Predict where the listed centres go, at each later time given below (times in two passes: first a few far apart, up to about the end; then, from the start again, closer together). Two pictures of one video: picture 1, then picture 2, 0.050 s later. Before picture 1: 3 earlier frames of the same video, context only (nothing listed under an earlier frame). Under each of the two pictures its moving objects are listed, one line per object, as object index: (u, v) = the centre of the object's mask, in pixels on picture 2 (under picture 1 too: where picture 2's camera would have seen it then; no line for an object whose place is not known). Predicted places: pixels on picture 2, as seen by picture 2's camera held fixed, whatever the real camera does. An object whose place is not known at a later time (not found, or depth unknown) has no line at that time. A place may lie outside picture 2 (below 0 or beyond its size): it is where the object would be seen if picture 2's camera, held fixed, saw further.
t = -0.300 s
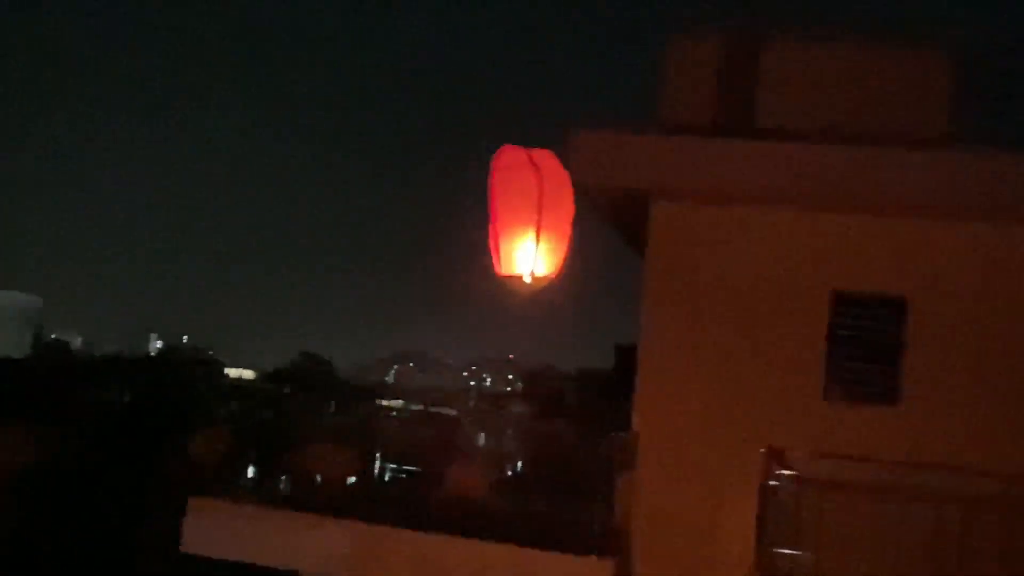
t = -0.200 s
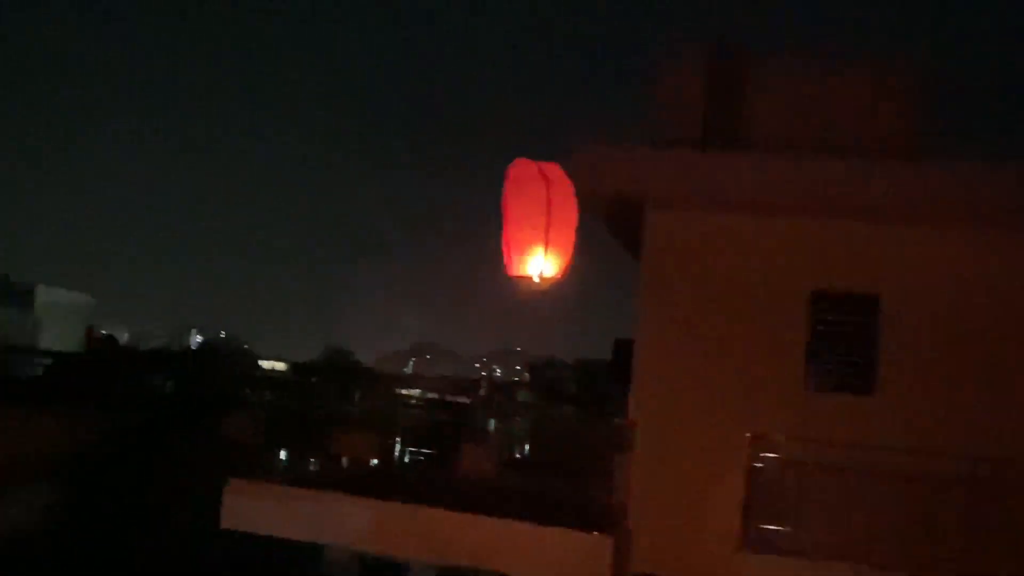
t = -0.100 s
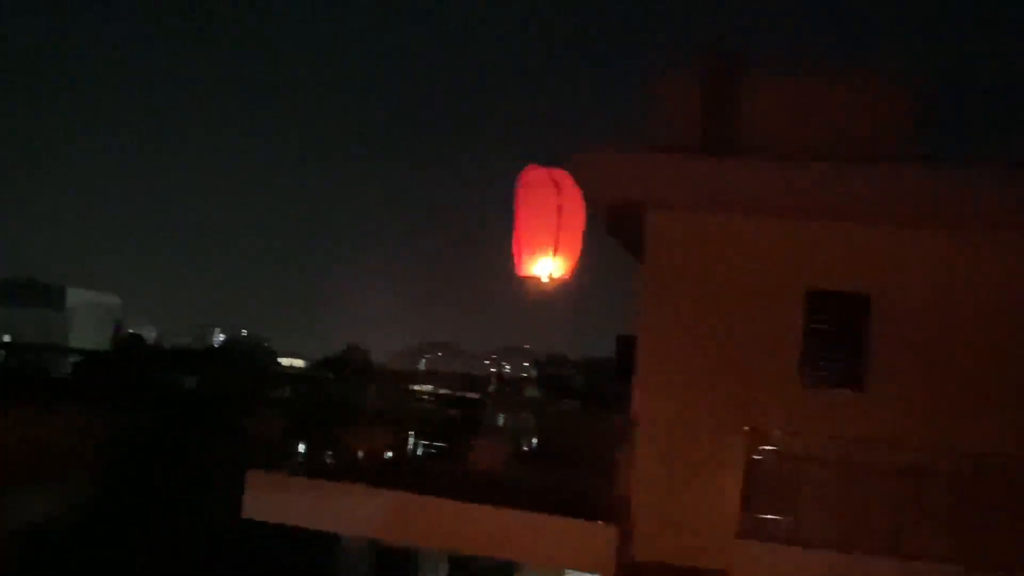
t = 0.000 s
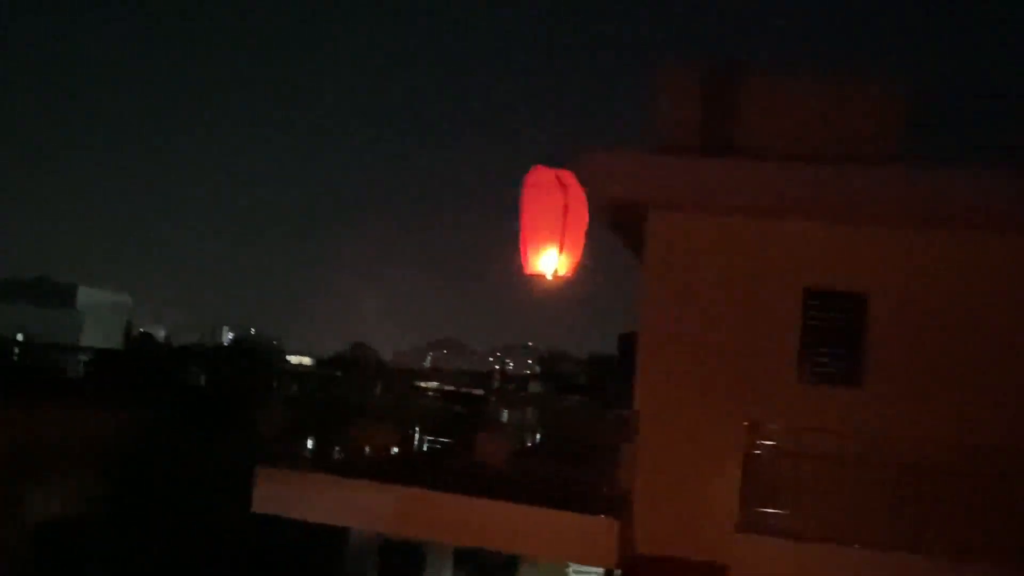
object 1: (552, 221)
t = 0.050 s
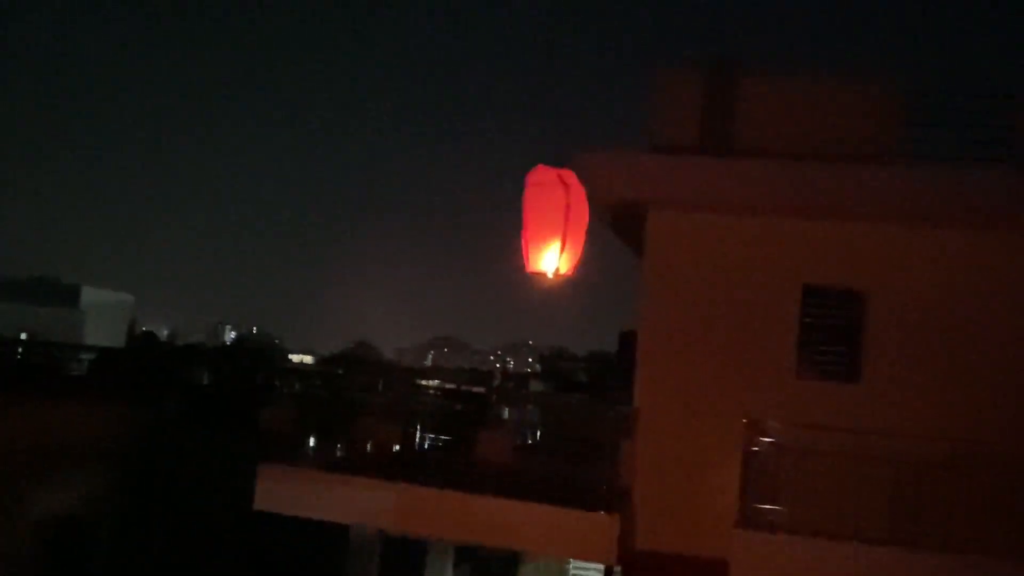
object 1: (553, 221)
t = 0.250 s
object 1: (559, 219)
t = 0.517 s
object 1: (567, 218)
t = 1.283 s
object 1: (590, 205)
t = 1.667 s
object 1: (596, 201)
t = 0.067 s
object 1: (553, 220)
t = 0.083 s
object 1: (554, 220)
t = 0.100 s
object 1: (554, 220)
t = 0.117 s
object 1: (555, 220)
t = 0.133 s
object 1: (555, 220)
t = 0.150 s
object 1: (556, 220)
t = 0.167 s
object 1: (556, 219)
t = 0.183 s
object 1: (557, 220)
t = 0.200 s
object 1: (557, 219)
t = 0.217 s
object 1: (558, 219)
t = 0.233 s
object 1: (558, 219)
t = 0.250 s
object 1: (559, 219)
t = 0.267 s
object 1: (559, 219)
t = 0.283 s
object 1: (559, 219)
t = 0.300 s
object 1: (560, 218)
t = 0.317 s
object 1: (561, 218)
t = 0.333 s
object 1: (561, 218)
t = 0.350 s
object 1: (562, 219)
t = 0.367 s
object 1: (562, 219)
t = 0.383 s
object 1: (563, 219)
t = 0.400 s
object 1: (563, 219)
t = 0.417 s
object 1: (564, 219)
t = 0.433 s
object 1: (564, 218)
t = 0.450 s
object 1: (565, 218)
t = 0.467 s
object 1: (565, 218)
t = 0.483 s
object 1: (566, 218)
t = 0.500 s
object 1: (566, 218)
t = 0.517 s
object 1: (567, 218)
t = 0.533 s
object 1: (567, 218)
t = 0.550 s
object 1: (568, 218)
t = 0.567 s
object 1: (568, 218)
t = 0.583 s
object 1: (569, 218)
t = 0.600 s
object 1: (569, 218)
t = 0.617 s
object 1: (570, 218)
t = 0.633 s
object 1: (571, 217)
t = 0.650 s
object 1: (571, 217)
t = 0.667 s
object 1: (572, 217)
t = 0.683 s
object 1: (572, 217)
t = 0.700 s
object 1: (572, 217)
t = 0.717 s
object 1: (573, 217)
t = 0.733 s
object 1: (573, 217)
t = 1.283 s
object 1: (590, 205)
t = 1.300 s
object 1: (589, 208)
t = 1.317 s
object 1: (589, 206)
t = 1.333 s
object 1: (589, 206)
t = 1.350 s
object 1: (589, 207)
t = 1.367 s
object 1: (589, 206)
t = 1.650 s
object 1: (595, 202)
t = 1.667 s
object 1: (596, 201)
